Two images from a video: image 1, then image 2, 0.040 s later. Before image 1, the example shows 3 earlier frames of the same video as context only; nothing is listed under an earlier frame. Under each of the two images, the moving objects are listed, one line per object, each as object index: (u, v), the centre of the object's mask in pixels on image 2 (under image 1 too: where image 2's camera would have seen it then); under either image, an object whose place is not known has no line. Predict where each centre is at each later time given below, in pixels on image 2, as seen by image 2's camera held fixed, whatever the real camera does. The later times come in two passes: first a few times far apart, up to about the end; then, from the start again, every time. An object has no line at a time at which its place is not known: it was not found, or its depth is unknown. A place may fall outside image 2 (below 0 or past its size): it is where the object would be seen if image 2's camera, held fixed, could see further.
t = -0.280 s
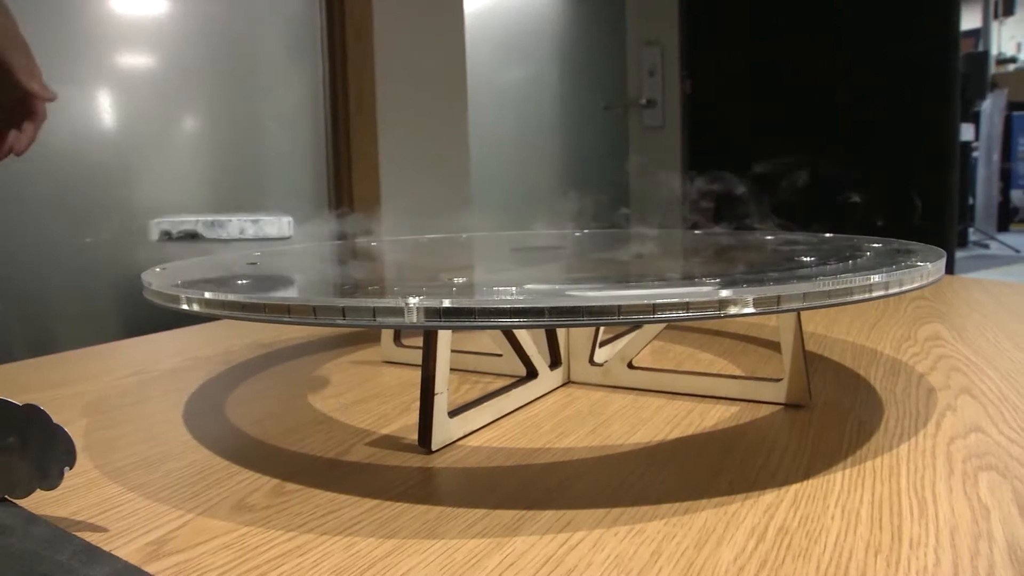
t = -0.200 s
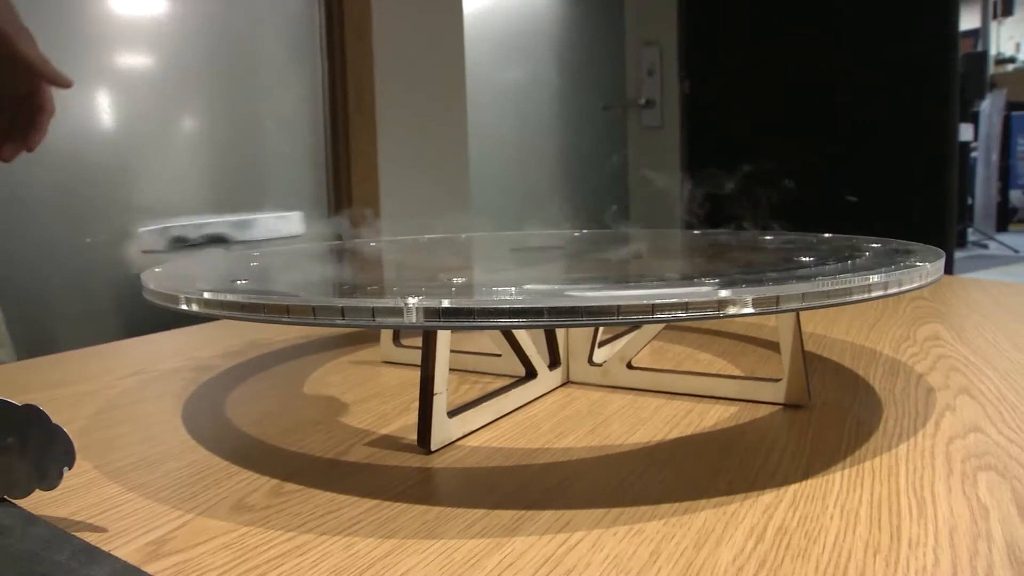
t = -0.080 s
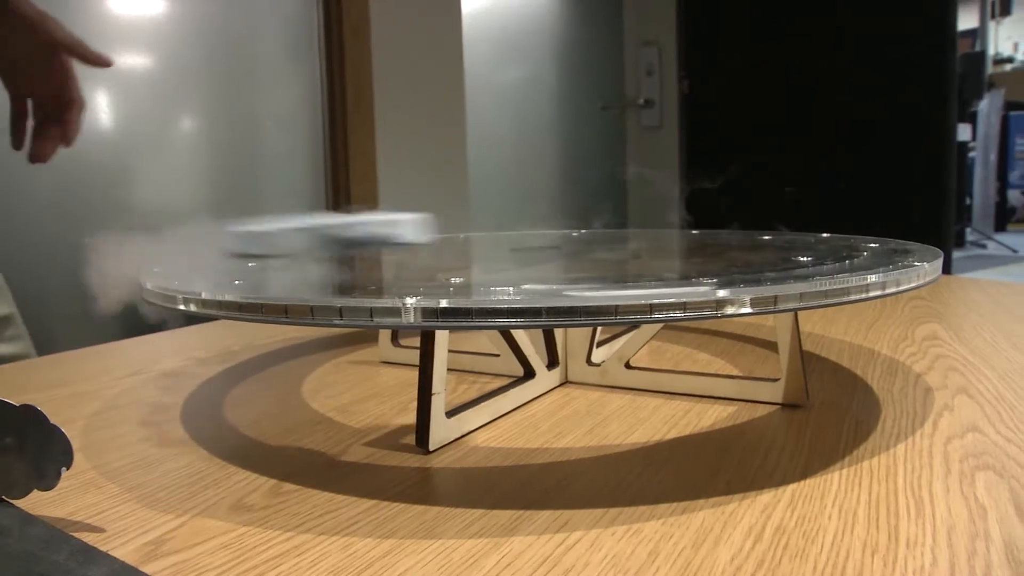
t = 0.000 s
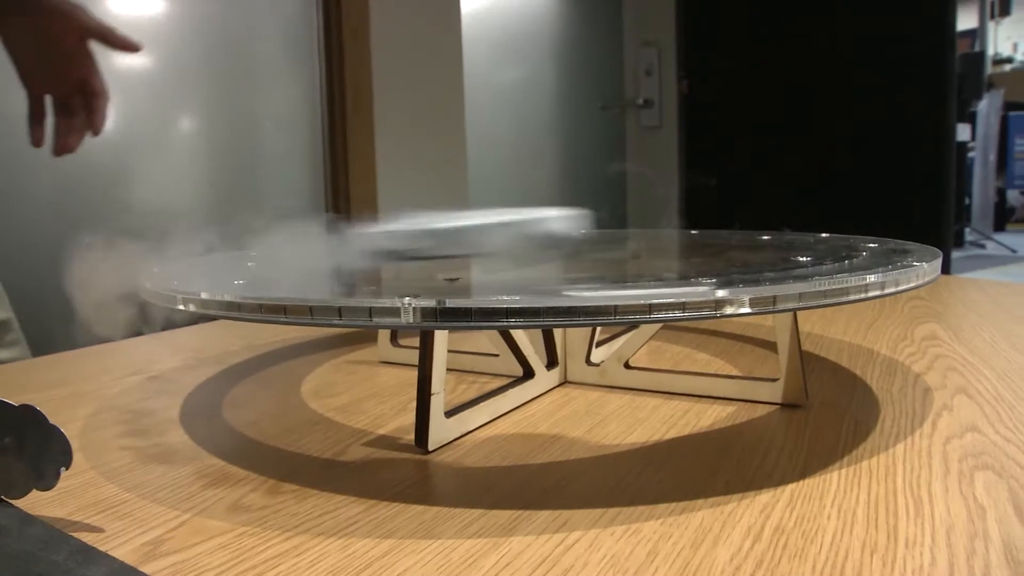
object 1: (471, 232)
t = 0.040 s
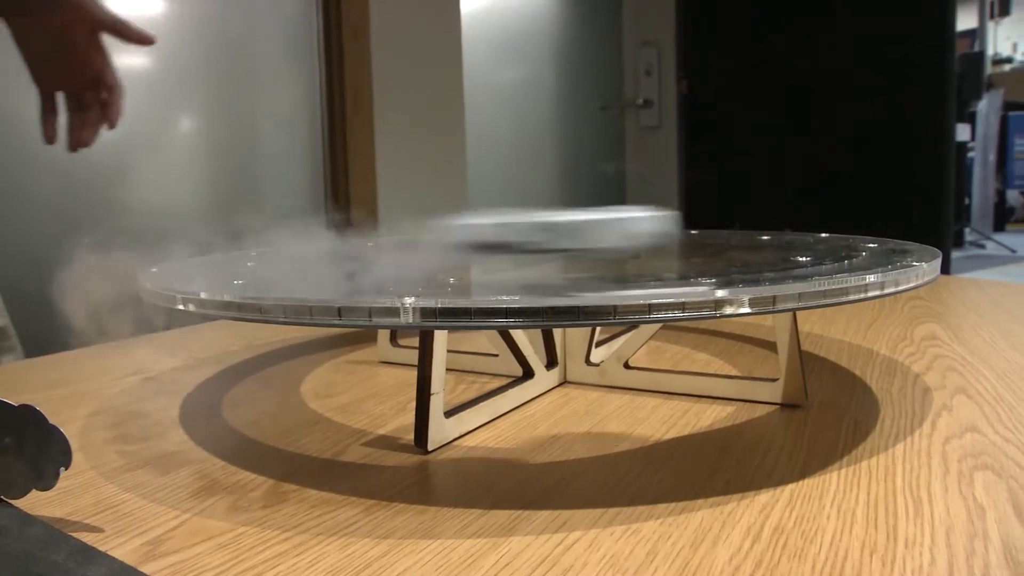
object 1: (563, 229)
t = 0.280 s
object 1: (869, 221)
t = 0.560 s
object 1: (721, 207)
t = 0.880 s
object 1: (438, 213)
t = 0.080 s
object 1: (655, 225)
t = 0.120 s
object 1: (724, 222)
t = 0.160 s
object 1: (785, 218)
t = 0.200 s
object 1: (826, 219)
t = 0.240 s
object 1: (856, 219)
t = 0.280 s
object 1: (869, 221)
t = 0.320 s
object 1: (868, 217)
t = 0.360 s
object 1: (861, 216)
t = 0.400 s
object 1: (844, 216)
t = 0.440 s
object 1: (818, 220)
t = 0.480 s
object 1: (791, 214)
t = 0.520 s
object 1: (749, 207)
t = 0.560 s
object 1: (721, 207)
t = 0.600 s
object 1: (691, 209)
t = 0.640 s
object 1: (655, 210)
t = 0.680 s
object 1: (624, 210)
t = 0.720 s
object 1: (586, 210)
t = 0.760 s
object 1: (553, 211)
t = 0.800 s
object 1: (509, 213)
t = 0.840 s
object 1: (474, 213)
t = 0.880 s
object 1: (438, 213)
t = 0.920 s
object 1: (402, 215)
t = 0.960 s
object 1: (368, 219)
